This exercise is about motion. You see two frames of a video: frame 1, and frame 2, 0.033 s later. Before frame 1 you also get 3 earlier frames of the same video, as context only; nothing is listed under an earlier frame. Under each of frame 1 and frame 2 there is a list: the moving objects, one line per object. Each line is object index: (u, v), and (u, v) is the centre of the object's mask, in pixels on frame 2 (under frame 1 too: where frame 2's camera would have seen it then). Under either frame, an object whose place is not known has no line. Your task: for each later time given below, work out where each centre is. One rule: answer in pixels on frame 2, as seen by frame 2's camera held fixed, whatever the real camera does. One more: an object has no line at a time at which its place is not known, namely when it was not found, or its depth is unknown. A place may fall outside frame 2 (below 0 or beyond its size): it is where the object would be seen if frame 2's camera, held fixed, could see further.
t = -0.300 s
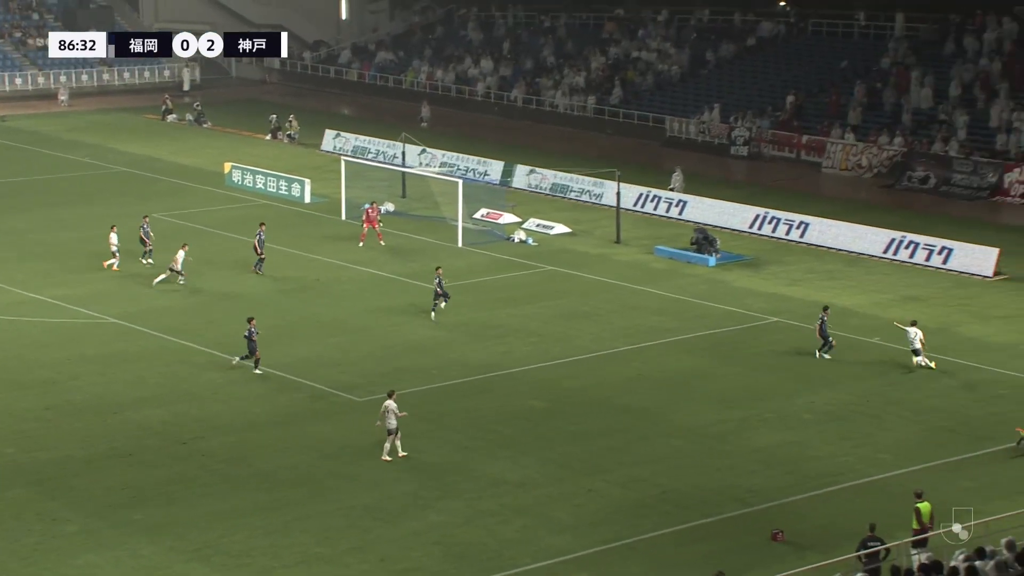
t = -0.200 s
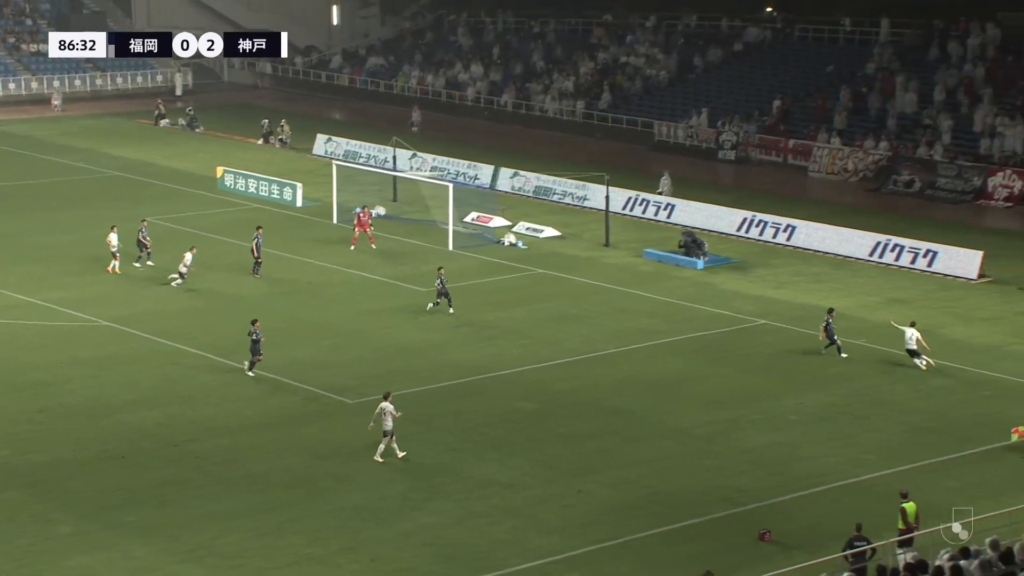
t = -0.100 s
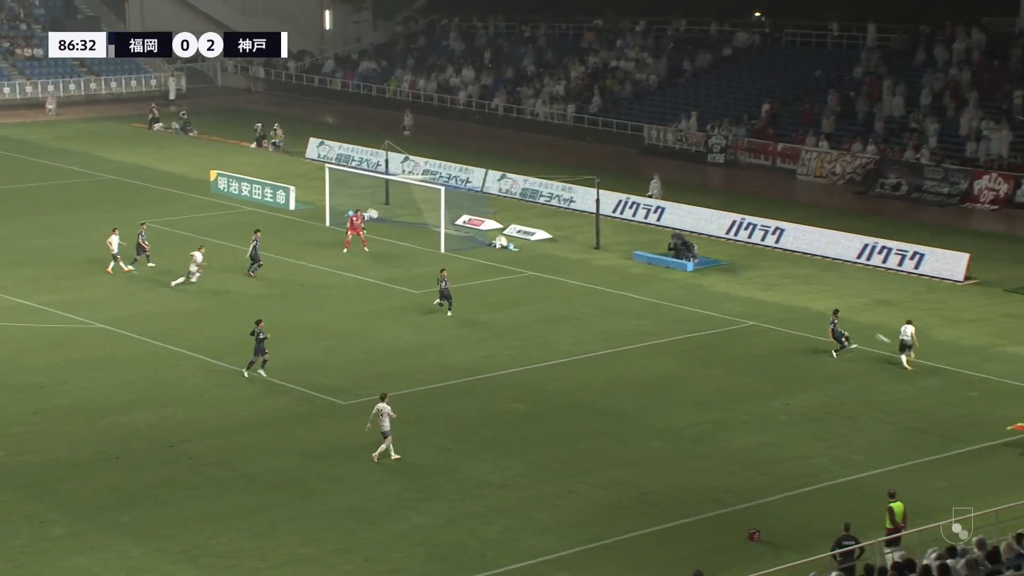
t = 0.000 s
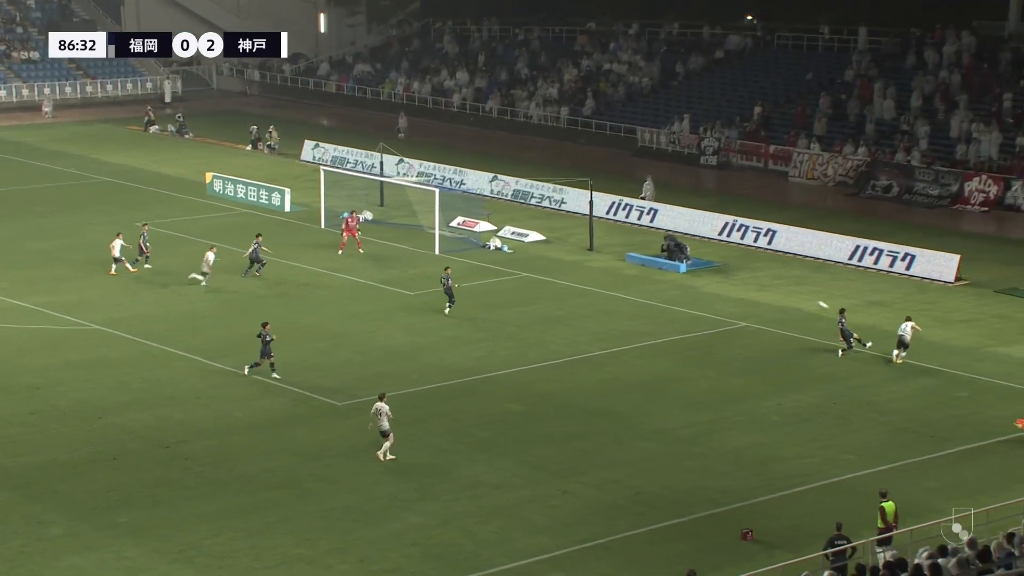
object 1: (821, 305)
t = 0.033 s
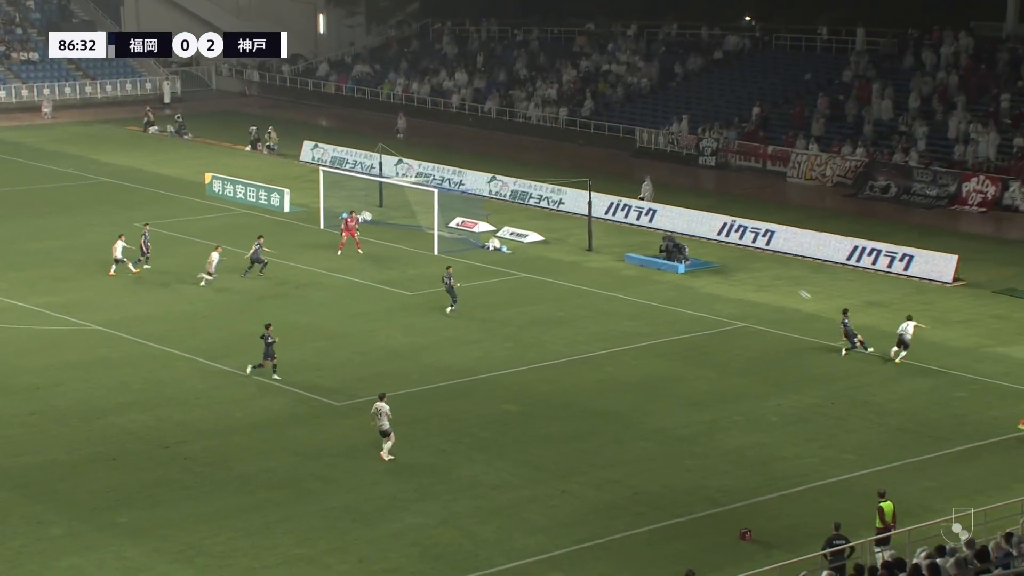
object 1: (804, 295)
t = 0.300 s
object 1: (684, 230)
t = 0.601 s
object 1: (569, 184)
